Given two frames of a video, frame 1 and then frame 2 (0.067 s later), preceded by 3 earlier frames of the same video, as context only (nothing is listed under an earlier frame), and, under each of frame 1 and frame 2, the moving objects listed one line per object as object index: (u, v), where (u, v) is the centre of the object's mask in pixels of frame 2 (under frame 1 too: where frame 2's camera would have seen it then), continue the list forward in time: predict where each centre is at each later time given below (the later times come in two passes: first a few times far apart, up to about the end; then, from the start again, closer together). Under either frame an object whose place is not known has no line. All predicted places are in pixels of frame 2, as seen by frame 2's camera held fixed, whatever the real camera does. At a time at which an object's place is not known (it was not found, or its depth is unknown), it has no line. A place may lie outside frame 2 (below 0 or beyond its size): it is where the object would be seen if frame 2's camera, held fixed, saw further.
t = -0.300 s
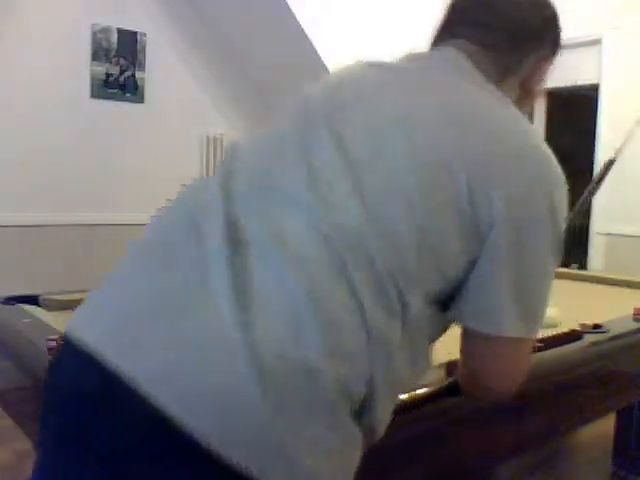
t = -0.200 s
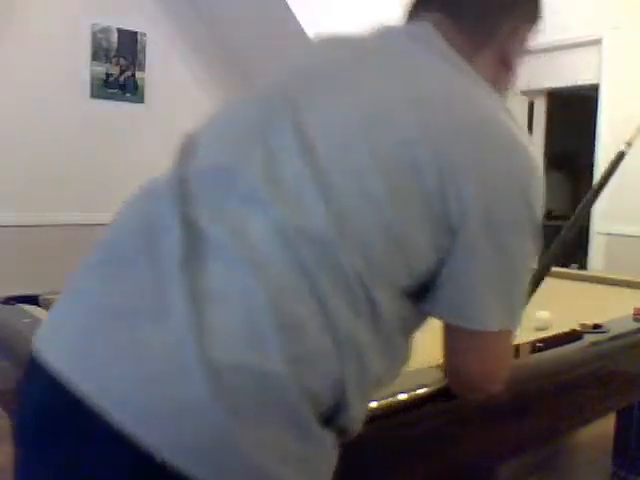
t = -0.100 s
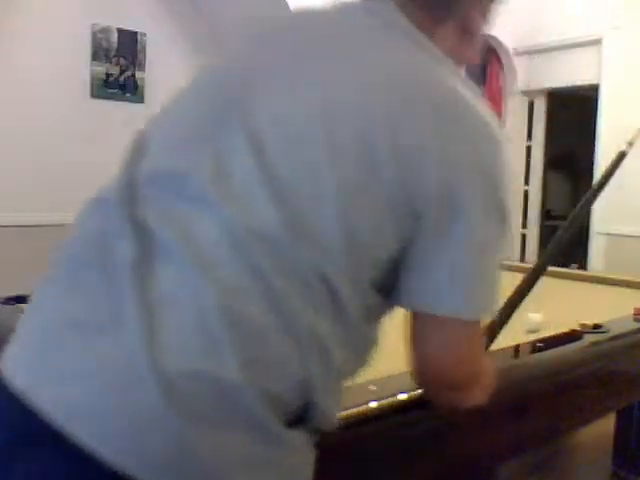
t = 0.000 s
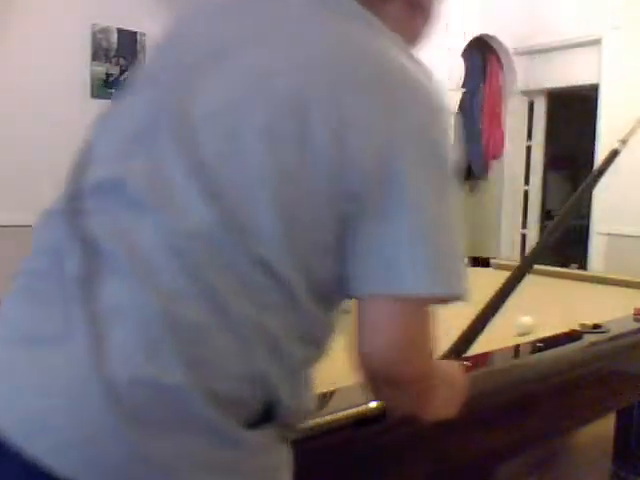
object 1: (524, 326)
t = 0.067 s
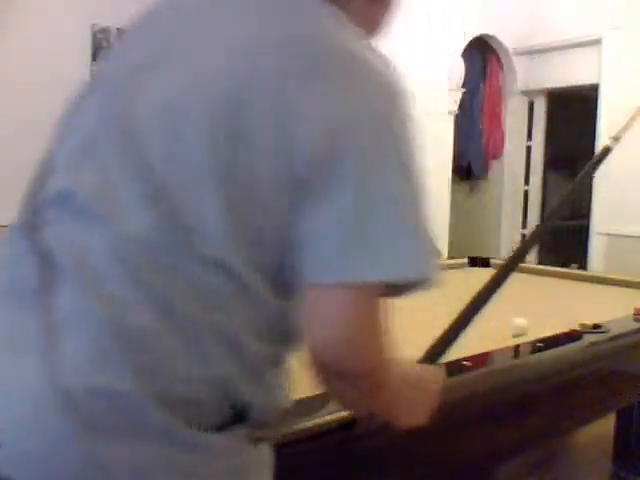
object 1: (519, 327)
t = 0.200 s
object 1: (507, 329)
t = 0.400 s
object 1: (486, 335)
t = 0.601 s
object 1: (465, 341)
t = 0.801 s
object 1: (443, 346)
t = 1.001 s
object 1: (417, 355)
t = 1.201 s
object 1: (391, 360)
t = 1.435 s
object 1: (355, 368)
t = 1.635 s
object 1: (324, 374)
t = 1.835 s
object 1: (292, 381)
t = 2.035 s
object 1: (260, 390)
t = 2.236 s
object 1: (229, 397)
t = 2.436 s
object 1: (210, 402)
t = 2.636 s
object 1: (224, 404)
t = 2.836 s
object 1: (235, 404)
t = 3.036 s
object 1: (240, 405)
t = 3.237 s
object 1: (235, 405)
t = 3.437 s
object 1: (233, 406)
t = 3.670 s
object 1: (232, 406)
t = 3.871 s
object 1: (232, 406)
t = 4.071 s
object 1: (232, 405)
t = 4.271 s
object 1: (232, 405)
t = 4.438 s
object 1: (232, 405)
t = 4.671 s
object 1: (232, 405)
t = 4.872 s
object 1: (232, 406)
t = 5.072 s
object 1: (232, 406)
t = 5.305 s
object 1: (232, 406)
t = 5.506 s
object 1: (232, 406)
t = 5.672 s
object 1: (232, 405)
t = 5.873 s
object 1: (232, 405)
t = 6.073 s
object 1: (232, 405)
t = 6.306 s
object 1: (232, 405)
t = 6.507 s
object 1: (232, 406)
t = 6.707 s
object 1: (232, 406)
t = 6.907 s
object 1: (232, 405)
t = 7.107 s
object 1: (232, 406)
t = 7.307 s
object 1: (232, 406)
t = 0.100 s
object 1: (516, 328)
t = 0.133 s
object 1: (513, 328)
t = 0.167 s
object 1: (510, 328)
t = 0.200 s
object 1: (507, 329)
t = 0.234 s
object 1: (503, 329)
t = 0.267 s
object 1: (501, 331)
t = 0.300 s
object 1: (497, 332)
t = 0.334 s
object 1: (494, 333)
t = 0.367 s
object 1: (489, 335)
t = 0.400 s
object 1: (486, 335)
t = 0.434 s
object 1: (482, 337)
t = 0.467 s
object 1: (479, 338)
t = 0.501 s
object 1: (475, 339)
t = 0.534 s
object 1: (472, 340)
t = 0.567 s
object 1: (468, 340)
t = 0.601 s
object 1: (465, 341)
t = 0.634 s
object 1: (461, 342)
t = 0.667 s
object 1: (458, 343)
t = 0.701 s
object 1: (455, 344)
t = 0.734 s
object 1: (453, 344)
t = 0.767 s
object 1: (446, 345)
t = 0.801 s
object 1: (443, 346)
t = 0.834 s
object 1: (438, 347)
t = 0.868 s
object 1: (433, 349)
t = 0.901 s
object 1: (430, 350)
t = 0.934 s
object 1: (428, 351)
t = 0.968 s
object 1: (423, 352)
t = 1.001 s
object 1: (417, 355)
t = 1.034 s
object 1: (413, 356)
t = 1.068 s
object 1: (409, 357)
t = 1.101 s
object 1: (405, 357)
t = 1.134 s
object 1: (399, 358)
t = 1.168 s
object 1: (394, 359)
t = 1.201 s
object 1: (391, 360)
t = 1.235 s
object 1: (389, 360)
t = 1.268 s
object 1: (380, 362)
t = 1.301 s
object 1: (377, 362)
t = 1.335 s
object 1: (368, 365)
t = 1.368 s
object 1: (363, 366)
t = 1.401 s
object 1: (360, 366)
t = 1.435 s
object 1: (355, 368)
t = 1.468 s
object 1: (349, 369)
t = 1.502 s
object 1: (343, 370)
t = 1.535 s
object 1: (339, 371)
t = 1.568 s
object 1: (334, 372)
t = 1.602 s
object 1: (331, 372)
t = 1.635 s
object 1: (324, 374)
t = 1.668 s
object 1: (320, 374)
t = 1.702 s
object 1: (314, 375)
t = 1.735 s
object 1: (309, 377)
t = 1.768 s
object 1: (303, 378)
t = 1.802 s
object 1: (298, 380)
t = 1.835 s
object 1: (292, 381)
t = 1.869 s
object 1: (287, 382)
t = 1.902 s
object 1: (282, 383)
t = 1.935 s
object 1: (276, 384)
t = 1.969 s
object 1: (272, 386)
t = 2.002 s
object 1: (266, 387)
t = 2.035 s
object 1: (260, 390)
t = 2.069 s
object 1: (255, 391)
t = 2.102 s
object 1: (250, 392)
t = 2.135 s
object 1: (245, 394)
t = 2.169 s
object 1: (240, 395)
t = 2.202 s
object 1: (235, 396)
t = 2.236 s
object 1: (229, 397)
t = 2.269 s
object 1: (223, 398)
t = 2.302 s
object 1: (218, 399)
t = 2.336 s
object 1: (212, 400)
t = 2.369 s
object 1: (207, 400)
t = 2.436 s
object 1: (210, 402)
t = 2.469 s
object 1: (212, 402)
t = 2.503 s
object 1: (214, 403)
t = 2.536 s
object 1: (217, 403)
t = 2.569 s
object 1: (219, 403)
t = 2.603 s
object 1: (221, 403)
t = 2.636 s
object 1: (224, 404)
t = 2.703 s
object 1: (228, 404)
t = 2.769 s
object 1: (232, 404)
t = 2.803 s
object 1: (233, 404)
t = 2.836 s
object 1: (235, 404)
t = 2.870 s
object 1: (237, 404)
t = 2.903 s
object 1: (239, 404)
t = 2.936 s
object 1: (241, 404)
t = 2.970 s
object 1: (241, 405)
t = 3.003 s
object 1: (241, 405)
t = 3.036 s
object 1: (240, 405)
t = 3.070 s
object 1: (238, 405)
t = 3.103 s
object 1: (238, 405)
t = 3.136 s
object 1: (237, 405)
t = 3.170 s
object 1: (237, 405)
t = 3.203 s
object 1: (236, 405)
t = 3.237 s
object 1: (235, 405)
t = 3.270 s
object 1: (235, 406)
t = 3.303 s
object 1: (234, 406)
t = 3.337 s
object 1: (233, 406)
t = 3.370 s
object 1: (233, 406)
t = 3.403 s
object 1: (233, 406)
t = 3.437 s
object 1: (233, 406)
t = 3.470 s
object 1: (232, 406)
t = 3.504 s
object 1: (232, 406)
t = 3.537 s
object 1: (232, 406)
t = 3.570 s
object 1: (232, 406)
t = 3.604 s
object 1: (232, 406)
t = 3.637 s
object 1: (232, 406)
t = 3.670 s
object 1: (232, 406)
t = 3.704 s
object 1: (232, 406)
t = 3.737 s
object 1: (232, 406)
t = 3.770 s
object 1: (232, 406)
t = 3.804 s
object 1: (232, 406)
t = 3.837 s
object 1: (232, 406)
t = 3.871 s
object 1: (232, 406)
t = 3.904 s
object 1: (232, 405)
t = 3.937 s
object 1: (232, 405)
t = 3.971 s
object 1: (232, 406)
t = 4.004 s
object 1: (232, 406)
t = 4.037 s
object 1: (232, 405)
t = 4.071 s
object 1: (232, 405)
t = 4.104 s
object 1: (232, 405)
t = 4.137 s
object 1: (232, 405)
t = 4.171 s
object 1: (232, 405)
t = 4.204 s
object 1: (232, 405)
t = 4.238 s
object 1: (232, 405)
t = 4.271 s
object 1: (232, 405)
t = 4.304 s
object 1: (232, 405)
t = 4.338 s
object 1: (232, 405)
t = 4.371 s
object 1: (232, 405)
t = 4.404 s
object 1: (232, 405)
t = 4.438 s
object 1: (232, 405)
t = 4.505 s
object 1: (232, 405)
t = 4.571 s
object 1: (232, 405)
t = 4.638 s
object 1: (232, 405)
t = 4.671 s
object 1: (232, 405)
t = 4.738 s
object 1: (232, 405)
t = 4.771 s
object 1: (232, 405)
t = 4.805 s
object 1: (232, 405)
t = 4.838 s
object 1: (232, 406)
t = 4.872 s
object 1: (232, 406)
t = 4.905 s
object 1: (232, 406)
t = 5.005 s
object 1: (232, 406)
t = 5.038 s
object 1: (232, 406)
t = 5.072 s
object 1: (232, 406)
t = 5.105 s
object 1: (232, 406)
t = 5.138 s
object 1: (232, 406)
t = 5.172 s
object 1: (232, 406)
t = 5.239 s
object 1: (232, 406)
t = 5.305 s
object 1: (232, 406)
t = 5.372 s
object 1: (232, 406)
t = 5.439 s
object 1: (232, 406)
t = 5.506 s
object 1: (232, 406)
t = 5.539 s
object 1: (232, 406)
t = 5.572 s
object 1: (232, 406)
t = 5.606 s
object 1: (232, 405)
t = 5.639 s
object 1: (232, 406)
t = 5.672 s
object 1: (232, 405)
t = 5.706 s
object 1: (232, 406)
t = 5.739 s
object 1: (232, 405)
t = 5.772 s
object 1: (232, 405)
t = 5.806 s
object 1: (232, 405)
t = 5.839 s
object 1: (232, 405)
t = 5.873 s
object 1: (232, 405)
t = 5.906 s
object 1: (232, 405)
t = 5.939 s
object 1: (232, 405)
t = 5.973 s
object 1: (232, 405)
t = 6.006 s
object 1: (232, 406)
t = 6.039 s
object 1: (232, 406)
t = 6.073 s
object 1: (232, 405)
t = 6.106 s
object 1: (232, 405)
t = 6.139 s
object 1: (232, 405)
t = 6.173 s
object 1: (232, 405)
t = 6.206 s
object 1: (232, 405)
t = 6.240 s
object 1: (232, 405)
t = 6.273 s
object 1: (232, 405)
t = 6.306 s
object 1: (232, 405)
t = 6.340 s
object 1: (232, 405)
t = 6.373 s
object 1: (232, 406)
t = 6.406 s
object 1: (232, 406)
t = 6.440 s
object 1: (232, 406)
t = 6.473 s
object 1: (232, 406)
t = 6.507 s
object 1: (232, 406)
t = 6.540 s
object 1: (232, 406)
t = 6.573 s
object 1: (232, 406)
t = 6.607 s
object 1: (232, 406)
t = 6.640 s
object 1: (232, 406)
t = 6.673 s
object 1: (232, 406)
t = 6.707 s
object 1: (232, 406)
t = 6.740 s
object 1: (232, 406)
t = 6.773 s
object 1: (232, 406)
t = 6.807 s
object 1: (232, 406)
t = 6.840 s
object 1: (232, 406)
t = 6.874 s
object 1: (232, 406)
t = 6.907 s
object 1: (232, 405)
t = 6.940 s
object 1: (232, 405)
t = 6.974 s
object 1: (232, 405)
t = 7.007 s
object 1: (232, 405)
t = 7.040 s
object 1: (232, 405)
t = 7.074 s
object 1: (232, 406)
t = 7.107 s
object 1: (232, 406)
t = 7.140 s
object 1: (232, 406)
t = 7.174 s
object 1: (232, 406)
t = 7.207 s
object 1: (232, 406)
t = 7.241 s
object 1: (232, 405)
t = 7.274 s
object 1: (232, 406)
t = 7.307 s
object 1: (232, 406)
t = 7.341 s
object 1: (232, 406)
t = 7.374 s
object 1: (232, 406)
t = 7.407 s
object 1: (232, 406)
